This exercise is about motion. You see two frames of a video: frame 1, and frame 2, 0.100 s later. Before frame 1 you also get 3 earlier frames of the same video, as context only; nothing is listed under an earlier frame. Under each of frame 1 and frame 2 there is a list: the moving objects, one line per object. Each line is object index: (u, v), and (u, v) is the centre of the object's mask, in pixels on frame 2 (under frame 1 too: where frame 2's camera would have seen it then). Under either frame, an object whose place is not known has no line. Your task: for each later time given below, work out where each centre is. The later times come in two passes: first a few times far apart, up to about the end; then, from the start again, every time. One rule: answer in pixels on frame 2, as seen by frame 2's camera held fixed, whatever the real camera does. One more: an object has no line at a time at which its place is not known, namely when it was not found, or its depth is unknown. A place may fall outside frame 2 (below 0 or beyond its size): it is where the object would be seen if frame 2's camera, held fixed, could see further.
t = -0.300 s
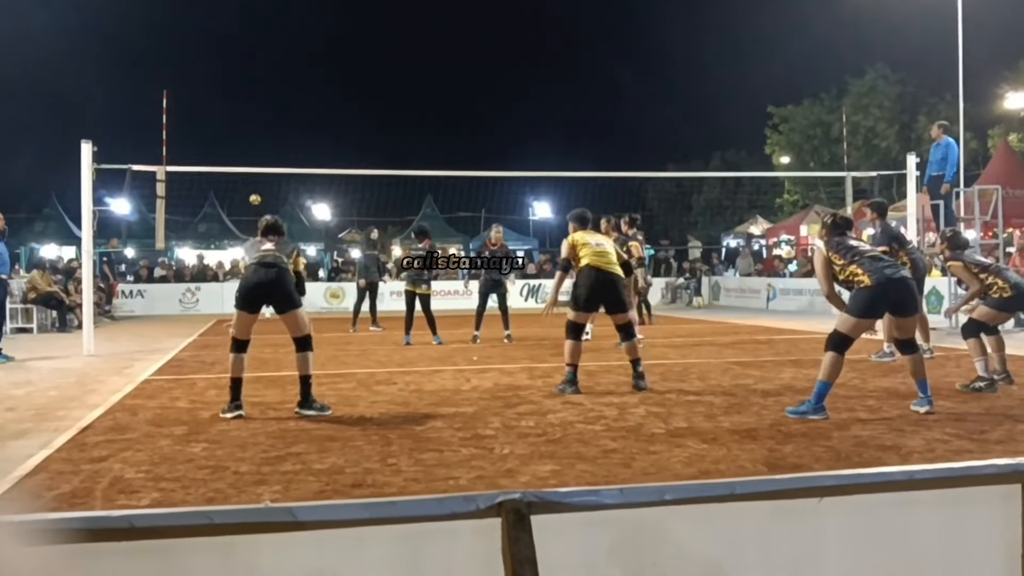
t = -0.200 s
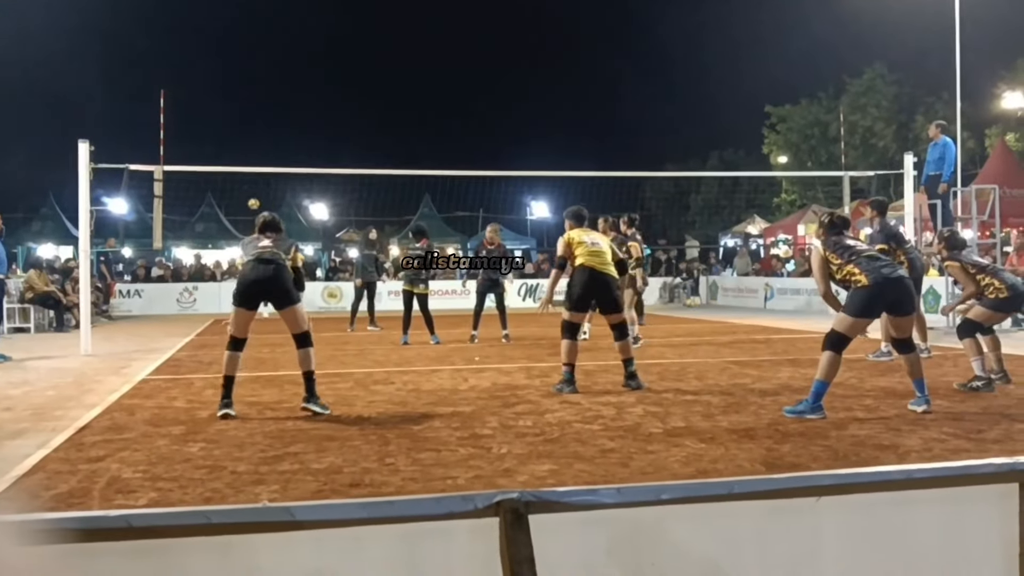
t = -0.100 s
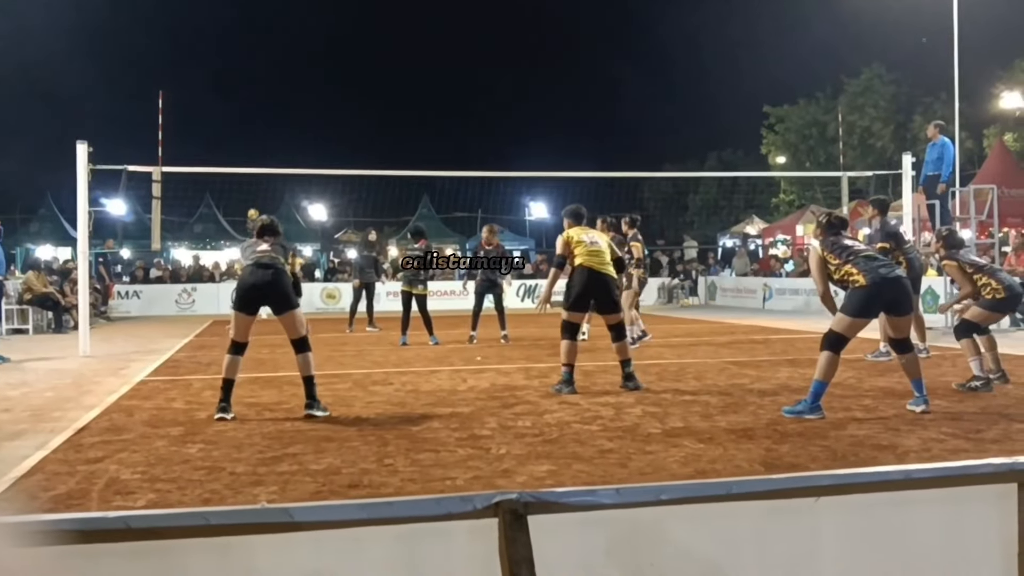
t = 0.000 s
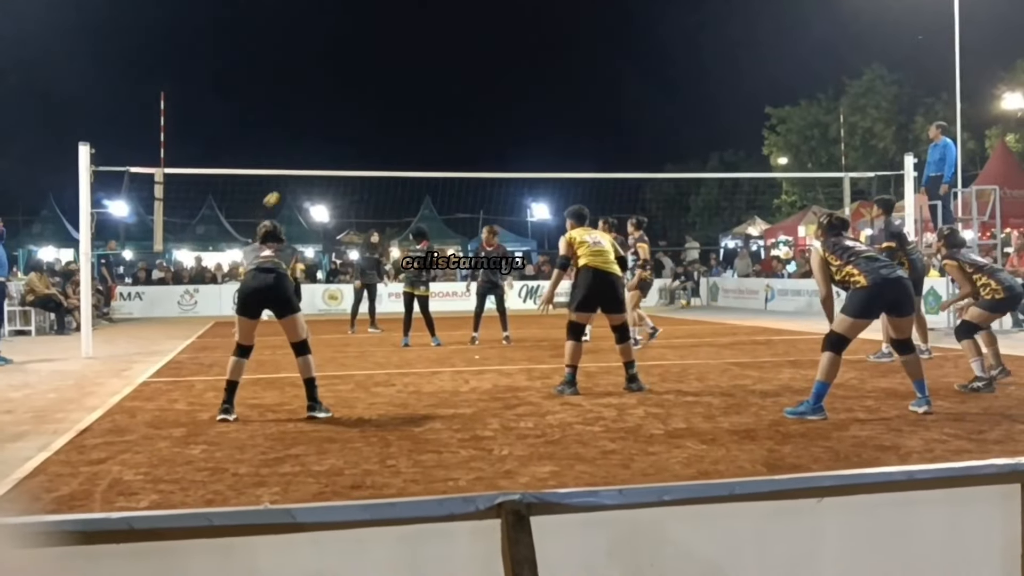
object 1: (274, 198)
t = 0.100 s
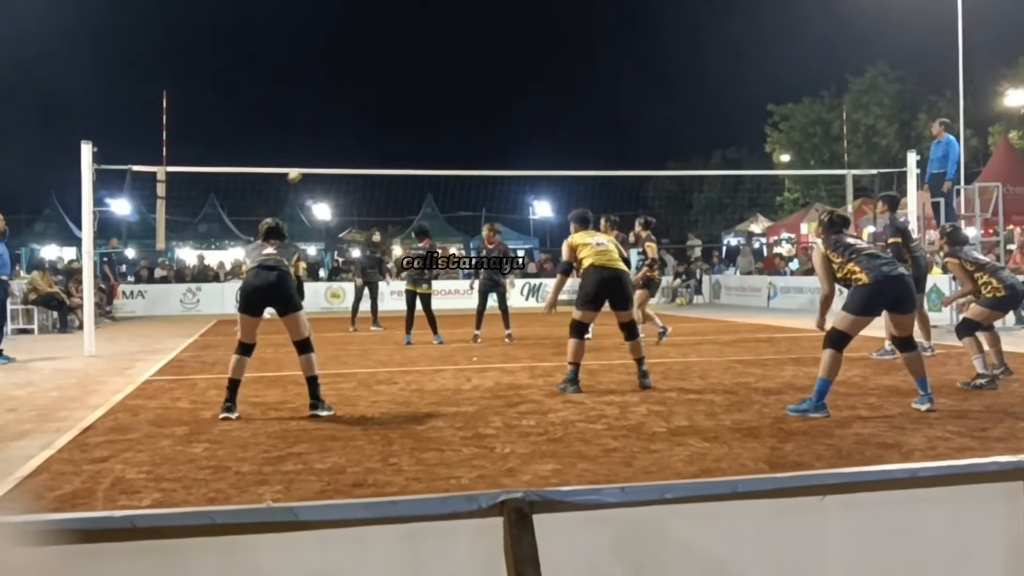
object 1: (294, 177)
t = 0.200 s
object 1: (317, 155)
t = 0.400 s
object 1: (368, 124)
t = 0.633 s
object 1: (442, 107)
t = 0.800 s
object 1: (508, 118)
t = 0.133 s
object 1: (302, 168)
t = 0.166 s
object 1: (309, 162)
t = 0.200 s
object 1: (317, 155)
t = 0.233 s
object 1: (324, 150)
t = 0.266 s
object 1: (332, 145)
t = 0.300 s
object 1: (341, 138)
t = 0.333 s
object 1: (350, 133)
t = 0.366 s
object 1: (358, 129)
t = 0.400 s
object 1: (368, 124)
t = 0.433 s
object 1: (377, 119)
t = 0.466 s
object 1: (386, 116)
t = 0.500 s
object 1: (397, 113)
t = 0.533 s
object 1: (408, 111)
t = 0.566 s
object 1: (418, 109)
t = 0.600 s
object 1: (430, 108)
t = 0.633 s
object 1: (442, 107)
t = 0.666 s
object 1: (453, 108)
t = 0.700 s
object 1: (467, 109)
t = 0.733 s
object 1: (480, 111)
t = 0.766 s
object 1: (493, 113)
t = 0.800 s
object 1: (508, 118)
